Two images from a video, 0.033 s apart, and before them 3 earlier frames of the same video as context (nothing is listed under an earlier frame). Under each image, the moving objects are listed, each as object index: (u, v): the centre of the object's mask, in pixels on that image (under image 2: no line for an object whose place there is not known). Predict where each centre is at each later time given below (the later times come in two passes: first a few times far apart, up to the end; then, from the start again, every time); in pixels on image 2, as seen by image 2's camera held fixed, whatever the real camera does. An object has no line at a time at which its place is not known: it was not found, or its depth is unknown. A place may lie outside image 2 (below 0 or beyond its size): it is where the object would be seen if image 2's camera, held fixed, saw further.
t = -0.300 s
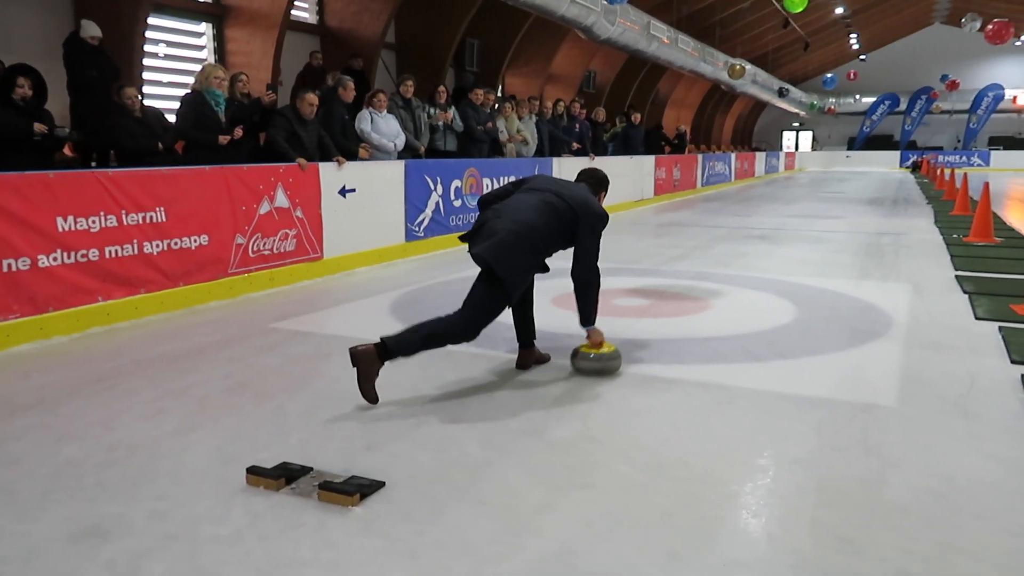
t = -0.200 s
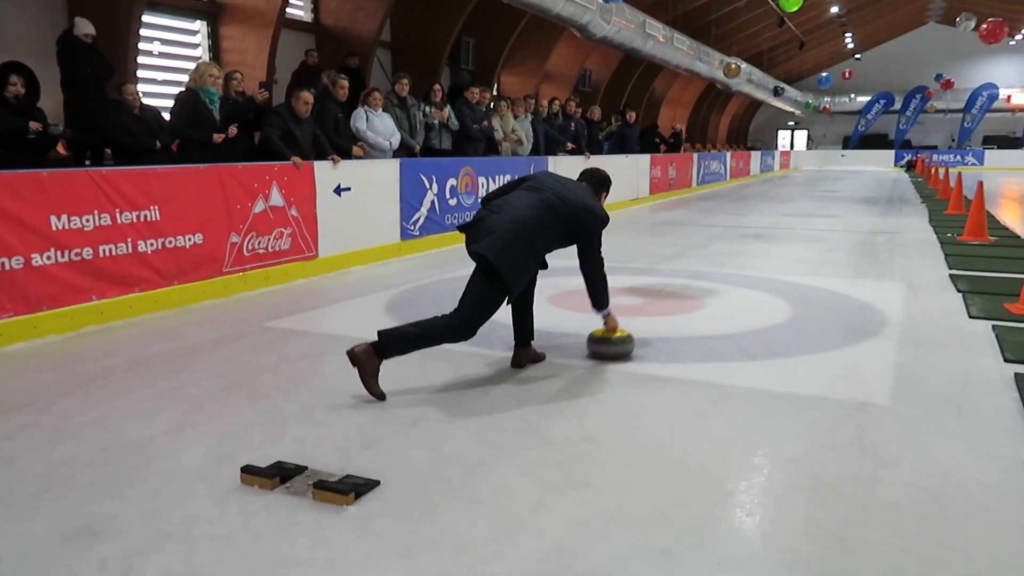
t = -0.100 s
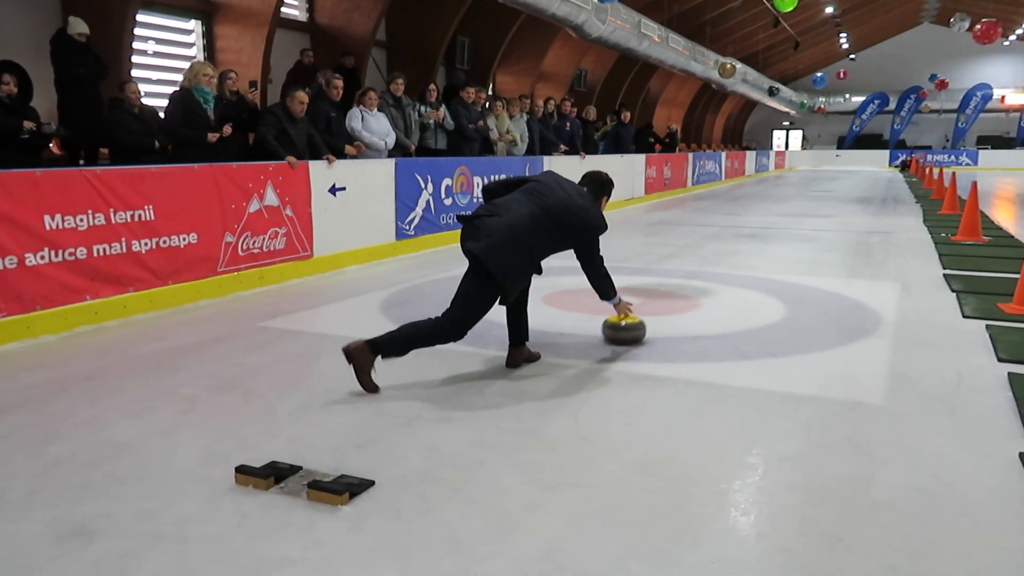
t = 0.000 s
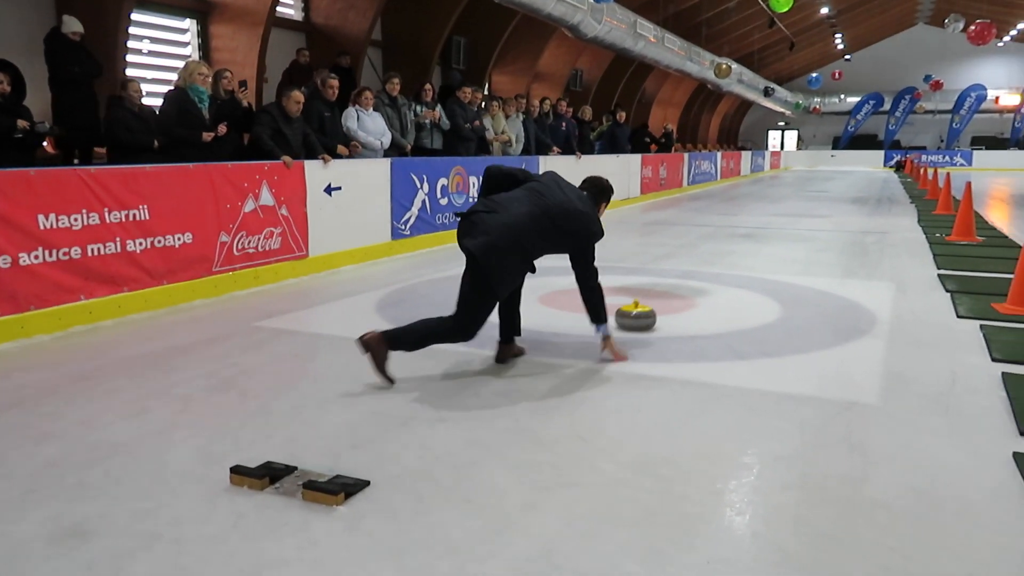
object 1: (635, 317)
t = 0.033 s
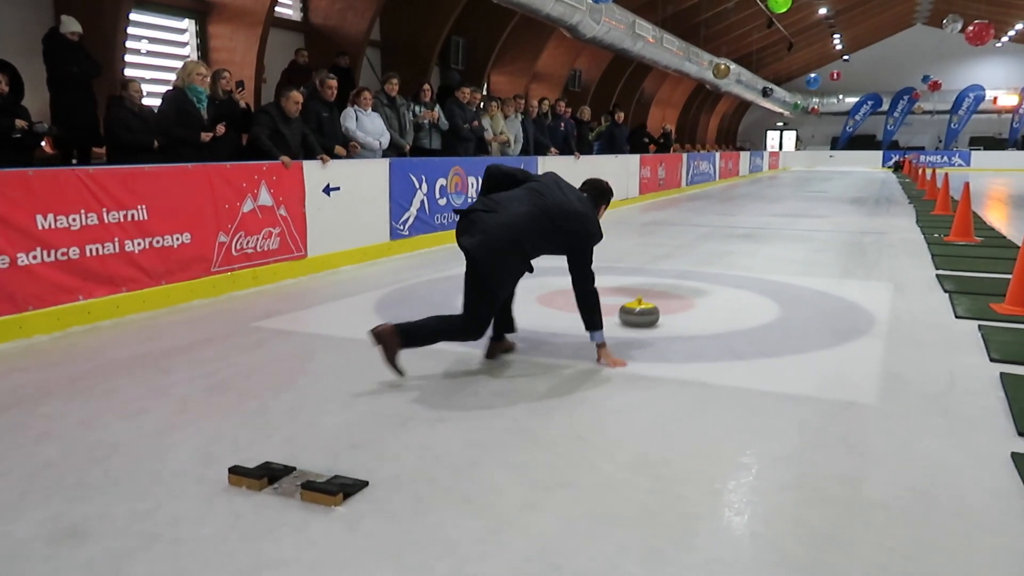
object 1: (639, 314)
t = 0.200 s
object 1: (660, 298)
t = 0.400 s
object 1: (681, 282)
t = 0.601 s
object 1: (698, 270)
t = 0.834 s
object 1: (713, 258)
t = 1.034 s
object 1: (724, 250)
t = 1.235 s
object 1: (734, 244)
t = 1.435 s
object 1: (742, 238)
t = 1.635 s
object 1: (749, 233)
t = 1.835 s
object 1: (755, 229)
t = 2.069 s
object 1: (761, 224)
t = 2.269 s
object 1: (766, 220)
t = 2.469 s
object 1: (770, 217)
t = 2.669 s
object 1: (774, 214)
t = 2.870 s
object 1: (777, 212)
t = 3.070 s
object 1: (780, 209)
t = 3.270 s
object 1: (783, 207)
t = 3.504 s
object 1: (786, 205)
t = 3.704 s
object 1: (788, 203)
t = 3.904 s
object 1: (790, 202)
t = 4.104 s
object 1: (791, 200)
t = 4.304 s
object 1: (793, 199)
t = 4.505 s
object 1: (794, 198)
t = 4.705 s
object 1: (796, 196)
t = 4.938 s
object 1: (797, 195)
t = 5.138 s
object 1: (798, 194)
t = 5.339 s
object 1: (799, 193)
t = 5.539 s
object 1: (800, 192)
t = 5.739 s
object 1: (801, 191)
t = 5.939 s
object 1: (802, 191)
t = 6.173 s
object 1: (803, 189)
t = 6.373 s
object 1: (803, 189)
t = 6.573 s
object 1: (804, 188)
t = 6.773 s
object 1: (804, 187)
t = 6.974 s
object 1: (805, 187)
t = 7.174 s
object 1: (805, 186)
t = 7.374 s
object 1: (806, 186)
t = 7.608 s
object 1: (806, 185)
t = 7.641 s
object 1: (806, 185)
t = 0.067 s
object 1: (644, 310)
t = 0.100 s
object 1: (648, 307)
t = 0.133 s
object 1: (652, 304)
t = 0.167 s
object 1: (656, 301)
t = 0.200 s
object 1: (660, 298)
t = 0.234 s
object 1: (664, 295)
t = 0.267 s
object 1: (668, 292)
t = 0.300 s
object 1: (671, 290)
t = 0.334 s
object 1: (675, 287)
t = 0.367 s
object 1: (678, 285)
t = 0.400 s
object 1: (681, 282)
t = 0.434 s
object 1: (684, 280)
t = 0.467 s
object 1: (687, 278)
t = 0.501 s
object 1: (690, 276)
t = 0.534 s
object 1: (692, 274)
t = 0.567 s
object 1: (695, 272)
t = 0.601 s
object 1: (698, 270)
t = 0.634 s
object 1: (700, 268)
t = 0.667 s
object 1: (702, 266)
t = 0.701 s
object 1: (705, 265)
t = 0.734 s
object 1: (707, 263)
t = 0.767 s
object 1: (709, 261)
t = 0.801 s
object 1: (711, 260)
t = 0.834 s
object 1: (713, 258)
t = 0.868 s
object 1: (715, 257)
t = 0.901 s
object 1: (717, 256)
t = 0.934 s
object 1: (719, 254)
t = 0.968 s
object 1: (721, 253)
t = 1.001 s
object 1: (723, 252)
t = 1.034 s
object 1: (724, 250)
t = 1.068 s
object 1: (726, 249)
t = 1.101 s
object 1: (727, 248)
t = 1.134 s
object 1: (729, 247)
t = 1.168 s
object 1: (731, 246)
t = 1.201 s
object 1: (732, 245)
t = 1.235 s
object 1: (734, 244)
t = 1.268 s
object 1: (735, 243)
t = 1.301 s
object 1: (736, 242)
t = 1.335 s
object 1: (738, 241)
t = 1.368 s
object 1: (739, 240)
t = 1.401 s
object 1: (740, 239)
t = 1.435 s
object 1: (742, 238)
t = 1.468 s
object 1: (743, 238)
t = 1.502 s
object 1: (744, 237)
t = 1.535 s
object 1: (745, 236)
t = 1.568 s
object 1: (747, 235)
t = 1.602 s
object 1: (748, 234)
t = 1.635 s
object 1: (749, 233)
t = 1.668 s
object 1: (750, 233)
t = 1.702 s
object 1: (751, 232)
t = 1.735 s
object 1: (752, 231)
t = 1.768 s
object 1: (753, 230)
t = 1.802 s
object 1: (754, 229)
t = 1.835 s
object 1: (755, 229)
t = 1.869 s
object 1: (756, 228)
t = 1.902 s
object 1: (757, 227)
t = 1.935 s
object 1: (758, 226)
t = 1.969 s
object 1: (758, 226)
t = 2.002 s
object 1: (759, 225)
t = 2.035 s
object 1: (760, 224)
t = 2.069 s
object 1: (761, 224)
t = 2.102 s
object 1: (762, 223)
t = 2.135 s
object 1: (762, 223)
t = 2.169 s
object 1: (763, 222)
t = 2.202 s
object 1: (764, 221)
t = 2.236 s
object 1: (765, 221)
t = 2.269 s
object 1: (766, 220)
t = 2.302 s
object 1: (766, 219)
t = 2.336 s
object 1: (767, 219)
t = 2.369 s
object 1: (768, 218)
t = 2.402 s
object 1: (769, 218)
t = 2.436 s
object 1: (769, 217)
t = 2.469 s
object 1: (770, 217)
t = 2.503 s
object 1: (771, 217)
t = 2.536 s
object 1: (771, 216)
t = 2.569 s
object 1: (772, 215)
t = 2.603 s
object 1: (772, 215)
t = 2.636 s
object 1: (773, 214)
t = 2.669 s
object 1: (774, 214)
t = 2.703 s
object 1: (774, 214)
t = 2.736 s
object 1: (775, 213)
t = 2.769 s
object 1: (775, 213)
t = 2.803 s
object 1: (776, 212)
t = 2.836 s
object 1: (777, 212)
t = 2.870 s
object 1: (777, 212)
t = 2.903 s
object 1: (778, 211)
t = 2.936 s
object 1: (778, 211)
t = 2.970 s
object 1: (779, 211)
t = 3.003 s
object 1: (779, 210)
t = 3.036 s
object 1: (780, 210)
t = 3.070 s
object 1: (780, 209)
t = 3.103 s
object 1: (781, 209)
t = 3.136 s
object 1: (781, 209)
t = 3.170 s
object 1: (782, 209)
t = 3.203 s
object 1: (782, 208)
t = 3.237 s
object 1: (782, 208)
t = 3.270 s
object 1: (783, 207)
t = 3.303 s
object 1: (783, 207)
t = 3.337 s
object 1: (784, 207)
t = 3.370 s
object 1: (784, 207)
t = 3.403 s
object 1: (785, 206)
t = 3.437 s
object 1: (785, 206)
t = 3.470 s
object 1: (785, 206)
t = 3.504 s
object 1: (786, 205)
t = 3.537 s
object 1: (786, 205)
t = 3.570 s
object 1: (786, 205)
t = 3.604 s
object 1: (787, 204)
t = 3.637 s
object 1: (787, 204)
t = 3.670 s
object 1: (787, 204)
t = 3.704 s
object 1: (788, 203)
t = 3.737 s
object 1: (788, 203)
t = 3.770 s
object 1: (788, 203)
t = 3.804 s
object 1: (789, 203)
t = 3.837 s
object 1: (789, 202)
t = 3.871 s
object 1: (789, 202)
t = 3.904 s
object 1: (790, 202)
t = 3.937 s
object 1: (790, 202)
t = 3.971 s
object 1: (790, 201)
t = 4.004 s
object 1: (791, 201)
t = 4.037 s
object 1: (791, 201)
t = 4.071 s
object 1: (791, 201)
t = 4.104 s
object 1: (791, 200)
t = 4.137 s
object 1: (792, 200)
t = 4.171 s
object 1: (792, 200)
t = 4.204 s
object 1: (792, 199)
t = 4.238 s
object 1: (792, 199)
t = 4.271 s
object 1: (793, 199)
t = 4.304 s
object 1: (793, 199)
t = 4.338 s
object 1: (793, 198)
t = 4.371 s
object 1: (794, 198)
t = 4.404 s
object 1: (794, 198)
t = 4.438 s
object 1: (794, 198)
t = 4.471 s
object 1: (794, 198)
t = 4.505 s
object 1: (794, 198)
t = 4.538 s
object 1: (795, 197)
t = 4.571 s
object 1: (795, 197)
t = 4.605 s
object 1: (795, 197)
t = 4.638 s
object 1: (795, 197)
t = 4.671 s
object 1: (796, 197)
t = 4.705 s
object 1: (796, 196)
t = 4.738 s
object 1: (796, 196)
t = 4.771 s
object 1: (796, 196)
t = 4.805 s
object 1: (797, 196)
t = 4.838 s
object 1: (797, 196)
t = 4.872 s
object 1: (797, 195)
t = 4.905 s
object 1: (797, 195)
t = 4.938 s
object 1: (797, 195)
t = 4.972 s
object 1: (798, 195)
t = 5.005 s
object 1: (798, 195)
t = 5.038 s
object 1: (798, 195)
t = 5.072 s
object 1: (798, 194)
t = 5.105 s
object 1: (798, 194)
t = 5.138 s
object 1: (798, 194)
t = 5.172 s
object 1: (799, 194)
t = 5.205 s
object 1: (799, 194)
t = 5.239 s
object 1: (799, 194)
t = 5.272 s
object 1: (799, 194)
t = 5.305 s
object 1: (799, 193)
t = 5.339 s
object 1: (799, 193)
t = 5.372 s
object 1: (799, 193)
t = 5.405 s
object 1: (800, 193)
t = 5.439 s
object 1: (800, 193)
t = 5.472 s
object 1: (800, 192)
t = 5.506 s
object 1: (800, 192)
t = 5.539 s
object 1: (800, 192)
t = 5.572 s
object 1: (801, 192)
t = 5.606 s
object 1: (801, 192)
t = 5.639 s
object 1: (801, 192)
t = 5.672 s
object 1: (801, 192)
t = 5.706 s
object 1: (801, 191)
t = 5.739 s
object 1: (801, 191)
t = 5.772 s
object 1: (801, 191)
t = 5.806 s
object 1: (801, 191)
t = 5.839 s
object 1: (801, 191)
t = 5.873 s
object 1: (801, 191)
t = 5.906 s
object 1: (802, 191)
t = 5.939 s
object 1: (802, 191)
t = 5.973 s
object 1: (802, 190)
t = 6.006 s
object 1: (802, 190)
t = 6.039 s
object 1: (802, 190)
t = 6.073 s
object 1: (802, 190)
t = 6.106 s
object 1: (802, 189)
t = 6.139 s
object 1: (803, 189)
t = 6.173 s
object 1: (803, 189)
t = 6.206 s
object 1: (803, 189)
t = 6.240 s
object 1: (803, 189)
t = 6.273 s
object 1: (803, 189)
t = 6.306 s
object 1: (803, 189)
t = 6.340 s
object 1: (803, 189)
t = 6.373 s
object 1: (803, 189)
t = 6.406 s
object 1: (803, 188)
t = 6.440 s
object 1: (803, 189)
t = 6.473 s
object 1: (803, 188)
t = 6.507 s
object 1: (803, 188)
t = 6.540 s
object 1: (804, 188)
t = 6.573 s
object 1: (804, 188)
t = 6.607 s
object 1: (804, 188)
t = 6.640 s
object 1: (804, 188)
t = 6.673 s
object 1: (804, 188)
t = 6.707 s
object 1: (804, 188)
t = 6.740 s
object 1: (804, 187)
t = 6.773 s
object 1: (804, 187)
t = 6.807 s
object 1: (804, 187)
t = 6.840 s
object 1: (804, 187)
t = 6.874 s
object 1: (804, 187)
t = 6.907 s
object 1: (804, 187)
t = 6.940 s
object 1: (804, 187)
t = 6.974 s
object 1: (805, 187)
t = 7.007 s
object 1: (805, 187)
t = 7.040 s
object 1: (805, 187)
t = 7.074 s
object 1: (805, 187)
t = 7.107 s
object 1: (805, 186)
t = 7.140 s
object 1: (805, 186)
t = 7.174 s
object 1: (805, 186)
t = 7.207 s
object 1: (805, 186)
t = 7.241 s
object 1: (805, 186)
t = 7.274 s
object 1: (805, 186)
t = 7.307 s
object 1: (805, 186)
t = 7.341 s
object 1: (805, 186)
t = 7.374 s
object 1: (806, 186)
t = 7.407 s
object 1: (806, 186)
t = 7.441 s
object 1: (806, 186)
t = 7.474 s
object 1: (806, 185)
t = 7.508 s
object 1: (806, 185)
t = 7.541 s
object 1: (806, 185)
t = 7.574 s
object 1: (806, 185)
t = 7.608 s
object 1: (806, 185)
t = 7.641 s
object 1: (806, 185)
